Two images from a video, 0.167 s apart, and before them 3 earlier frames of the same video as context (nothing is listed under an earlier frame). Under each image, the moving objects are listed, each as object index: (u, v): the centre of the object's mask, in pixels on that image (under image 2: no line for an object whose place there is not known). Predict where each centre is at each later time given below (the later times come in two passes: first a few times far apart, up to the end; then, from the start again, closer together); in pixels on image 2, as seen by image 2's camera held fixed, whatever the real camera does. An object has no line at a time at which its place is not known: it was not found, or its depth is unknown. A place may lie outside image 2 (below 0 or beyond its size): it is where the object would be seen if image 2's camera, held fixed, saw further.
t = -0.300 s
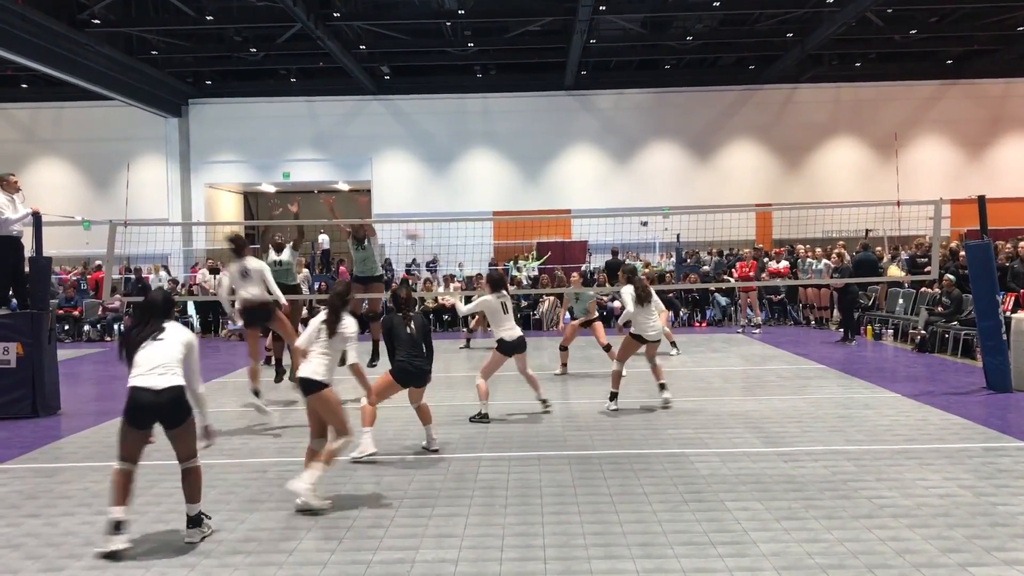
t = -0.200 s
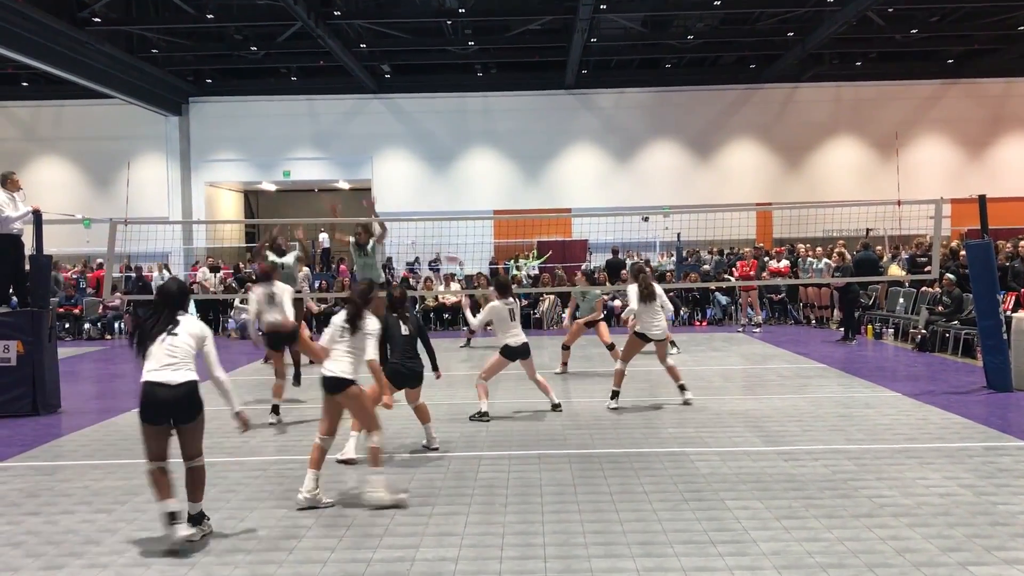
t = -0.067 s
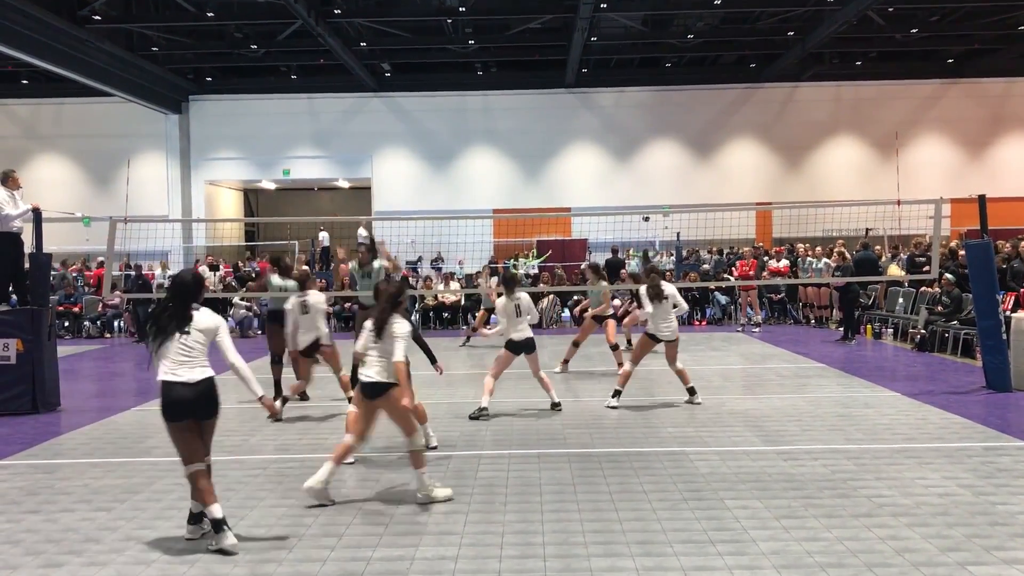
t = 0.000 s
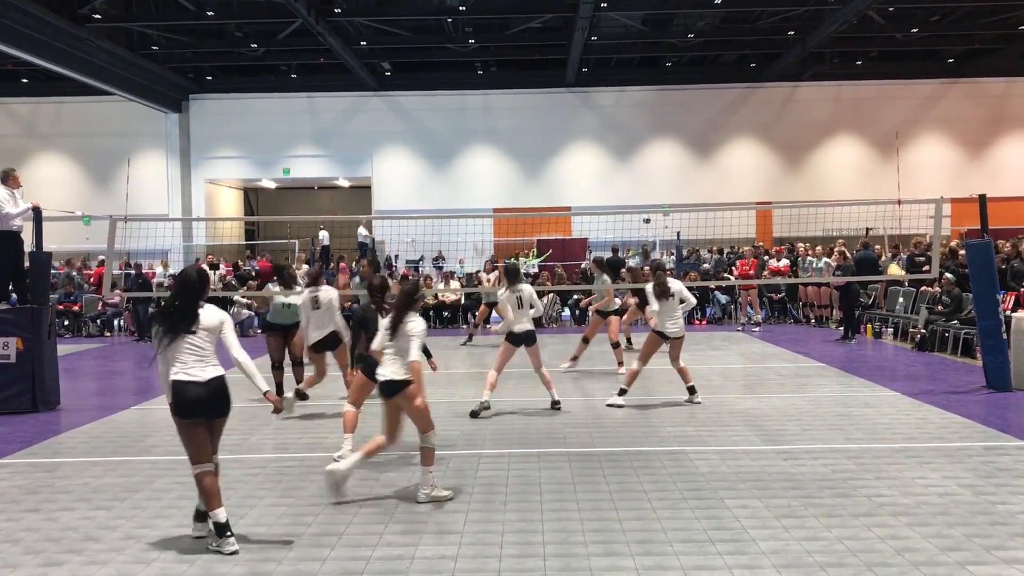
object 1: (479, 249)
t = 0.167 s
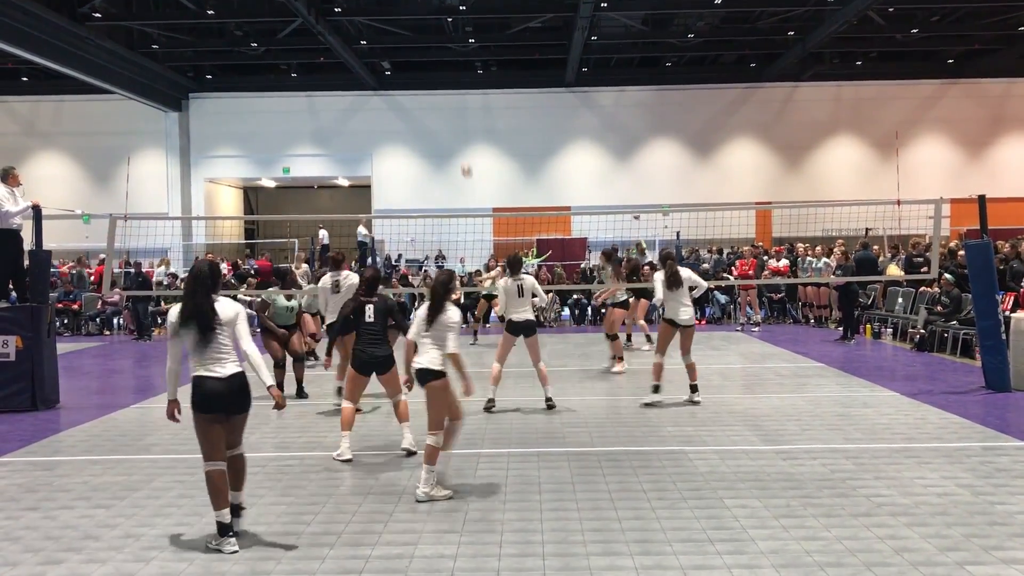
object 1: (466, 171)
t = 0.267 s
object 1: (458, 128)
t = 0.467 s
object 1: (445, 63)
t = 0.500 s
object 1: (442, 53)
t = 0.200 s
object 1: (464, 155)
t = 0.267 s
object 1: (458, 128)
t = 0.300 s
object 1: (457, 116)
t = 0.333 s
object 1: (454, 104)
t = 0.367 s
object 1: (451, 92)
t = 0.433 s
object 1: (447, 73)
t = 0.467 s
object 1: (445, 63)
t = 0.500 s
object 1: (442, 53)
